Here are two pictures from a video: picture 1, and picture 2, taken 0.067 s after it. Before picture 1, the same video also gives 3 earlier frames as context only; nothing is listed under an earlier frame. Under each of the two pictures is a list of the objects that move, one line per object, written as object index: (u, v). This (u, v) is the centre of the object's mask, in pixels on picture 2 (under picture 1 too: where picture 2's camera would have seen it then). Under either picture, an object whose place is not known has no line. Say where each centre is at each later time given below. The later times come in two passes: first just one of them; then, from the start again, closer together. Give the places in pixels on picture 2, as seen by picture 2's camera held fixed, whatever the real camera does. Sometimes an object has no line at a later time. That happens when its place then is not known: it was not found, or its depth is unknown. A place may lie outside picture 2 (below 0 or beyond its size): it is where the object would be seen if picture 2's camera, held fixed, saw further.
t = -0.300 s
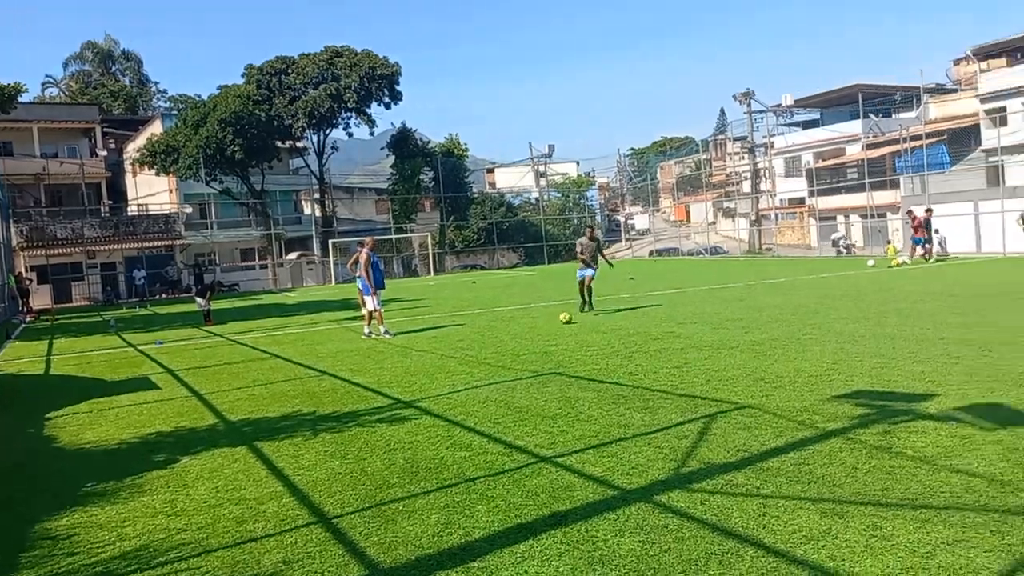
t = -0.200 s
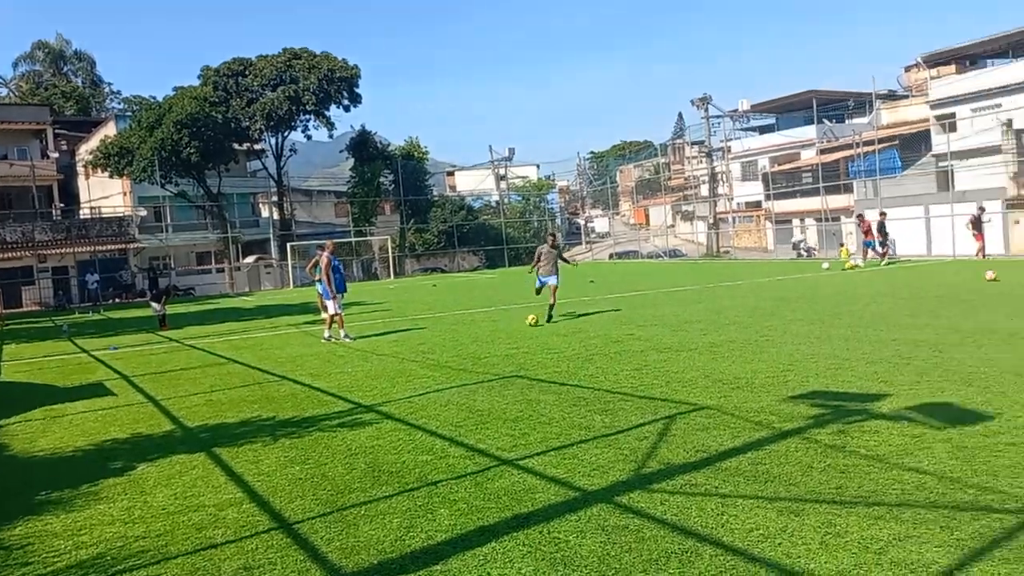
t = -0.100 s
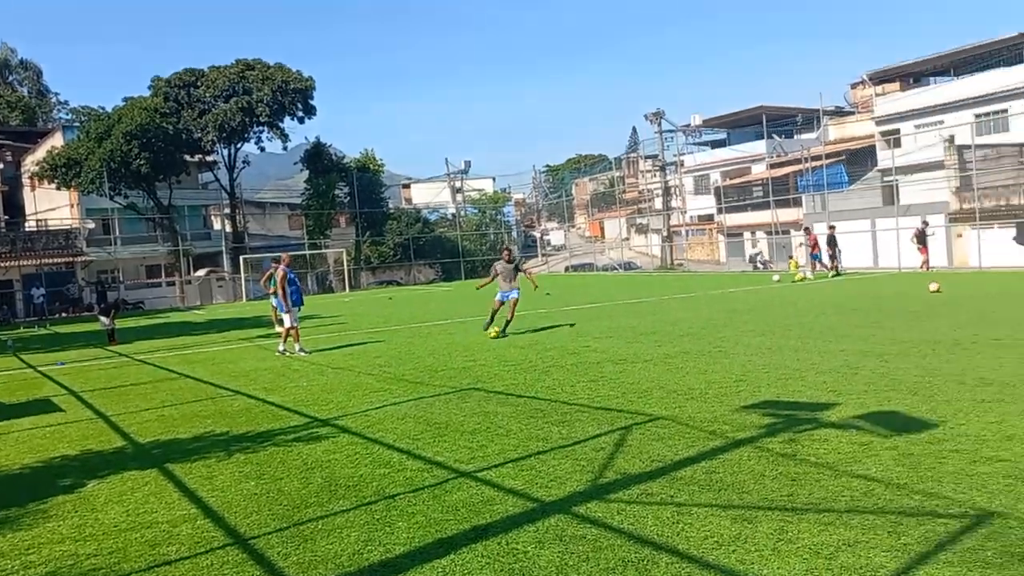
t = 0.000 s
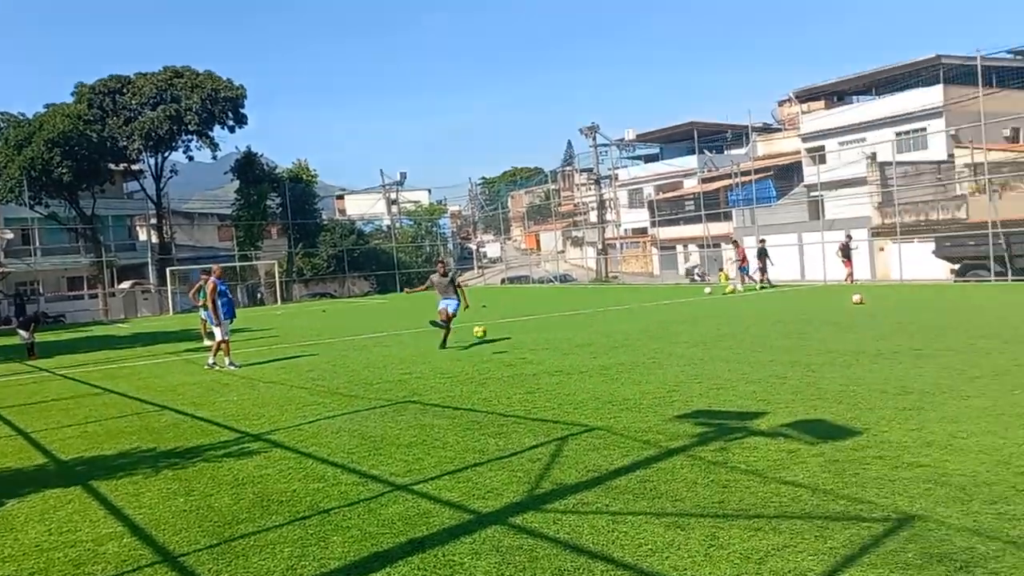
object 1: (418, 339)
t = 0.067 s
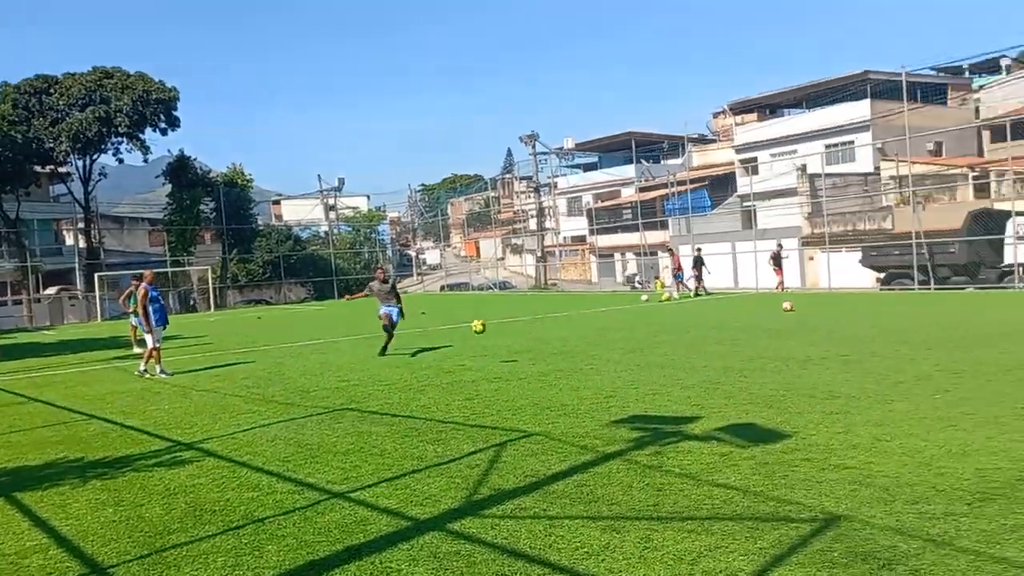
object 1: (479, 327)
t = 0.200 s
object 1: (642, 306)
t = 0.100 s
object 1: (514, 321)
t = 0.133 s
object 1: (552, 315)
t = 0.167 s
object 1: (595, 311)
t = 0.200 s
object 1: (642, 306)
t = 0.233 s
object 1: (693, 302)
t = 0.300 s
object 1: (818, 298)
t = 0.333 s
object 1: (890, 297)
